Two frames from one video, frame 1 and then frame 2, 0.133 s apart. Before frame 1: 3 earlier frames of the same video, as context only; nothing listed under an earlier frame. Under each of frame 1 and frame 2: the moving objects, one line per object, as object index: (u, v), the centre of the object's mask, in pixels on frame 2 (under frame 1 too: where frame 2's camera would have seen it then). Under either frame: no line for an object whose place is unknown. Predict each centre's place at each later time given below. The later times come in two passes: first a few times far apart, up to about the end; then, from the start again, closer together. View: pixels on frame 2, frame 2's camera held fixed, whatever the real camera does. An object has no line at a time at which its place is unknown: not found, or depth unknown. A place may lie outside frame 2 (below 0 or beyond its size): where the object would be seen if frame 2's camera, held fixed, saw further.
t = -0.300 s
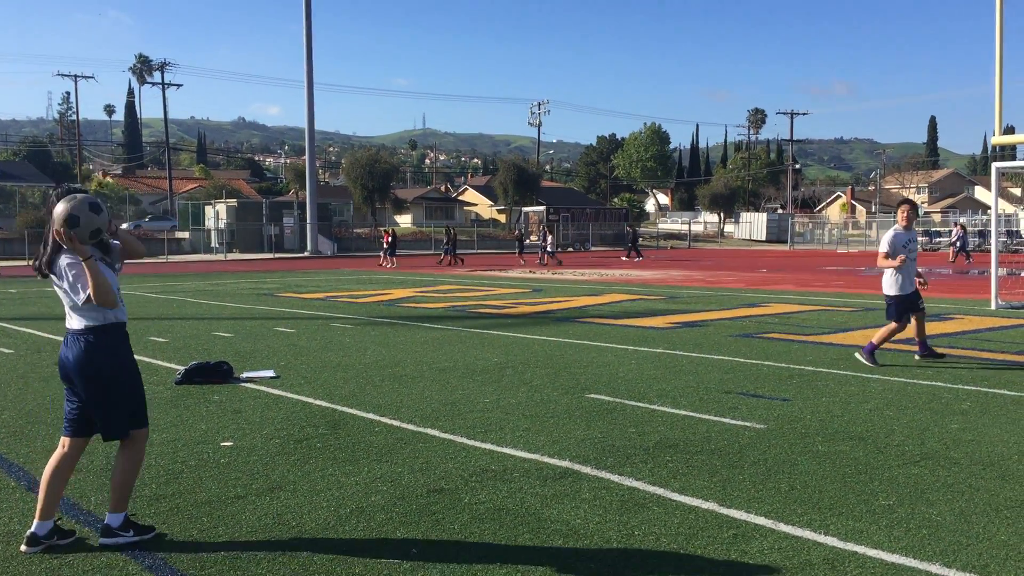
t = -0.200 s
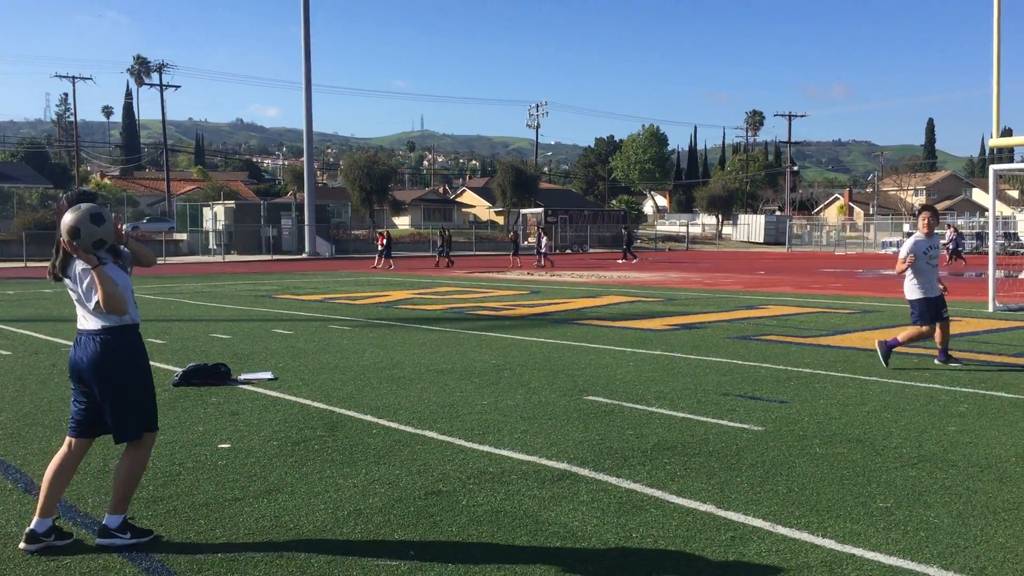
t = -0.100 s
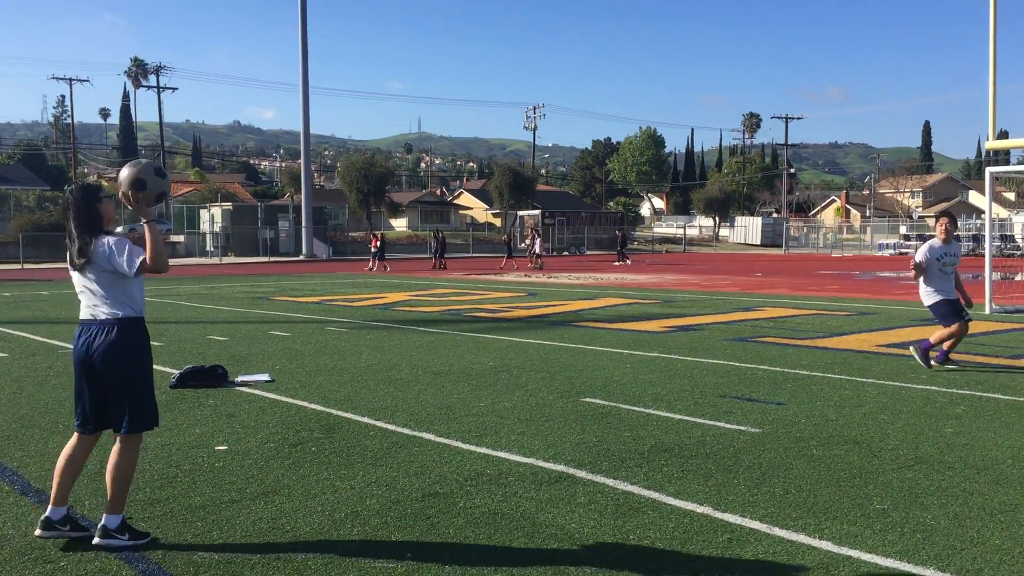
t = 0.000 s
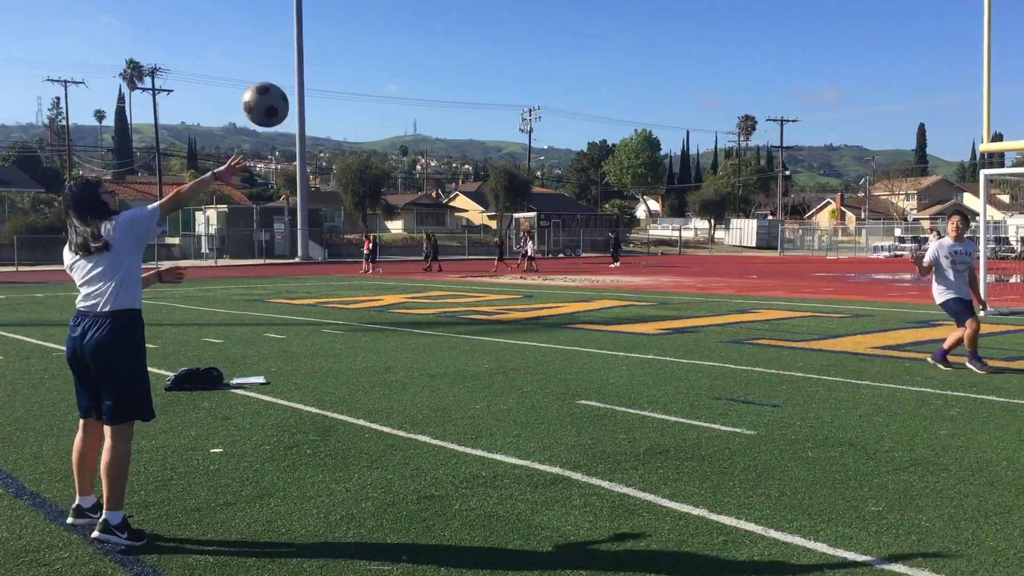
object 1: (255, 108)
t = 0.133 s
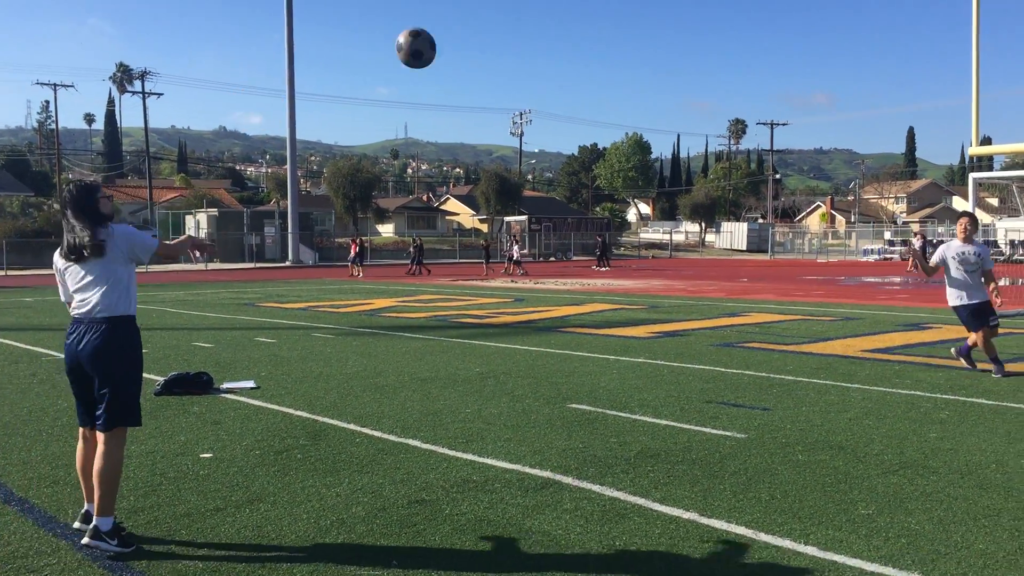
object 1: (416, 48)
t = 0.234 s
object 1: (514, 30)
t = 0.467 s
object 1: (693, 54)
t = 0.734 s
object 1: (842, 156)
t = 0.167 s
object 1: (450, 40)
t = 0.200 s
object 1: (483, 34)
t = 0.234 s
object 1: (514, 30)
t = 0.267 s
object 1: (544, 29)
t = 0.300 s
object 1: (571, 29)
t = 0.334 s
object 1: (598, 31)
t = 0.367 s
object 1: (624, 34)
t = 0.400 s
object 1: (648, 39)
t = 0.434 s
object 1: (671, 46)
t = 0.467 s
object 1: (693, 54)
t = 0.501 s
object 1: (714, 63)
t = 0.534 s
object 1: (735, 73)
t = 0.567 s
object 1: (754, 85)
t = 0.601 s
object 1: (773, 98)
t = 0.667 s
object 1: (808, 125)
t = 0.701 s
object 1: (825, 140)
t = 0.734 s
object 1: (842, 156)
